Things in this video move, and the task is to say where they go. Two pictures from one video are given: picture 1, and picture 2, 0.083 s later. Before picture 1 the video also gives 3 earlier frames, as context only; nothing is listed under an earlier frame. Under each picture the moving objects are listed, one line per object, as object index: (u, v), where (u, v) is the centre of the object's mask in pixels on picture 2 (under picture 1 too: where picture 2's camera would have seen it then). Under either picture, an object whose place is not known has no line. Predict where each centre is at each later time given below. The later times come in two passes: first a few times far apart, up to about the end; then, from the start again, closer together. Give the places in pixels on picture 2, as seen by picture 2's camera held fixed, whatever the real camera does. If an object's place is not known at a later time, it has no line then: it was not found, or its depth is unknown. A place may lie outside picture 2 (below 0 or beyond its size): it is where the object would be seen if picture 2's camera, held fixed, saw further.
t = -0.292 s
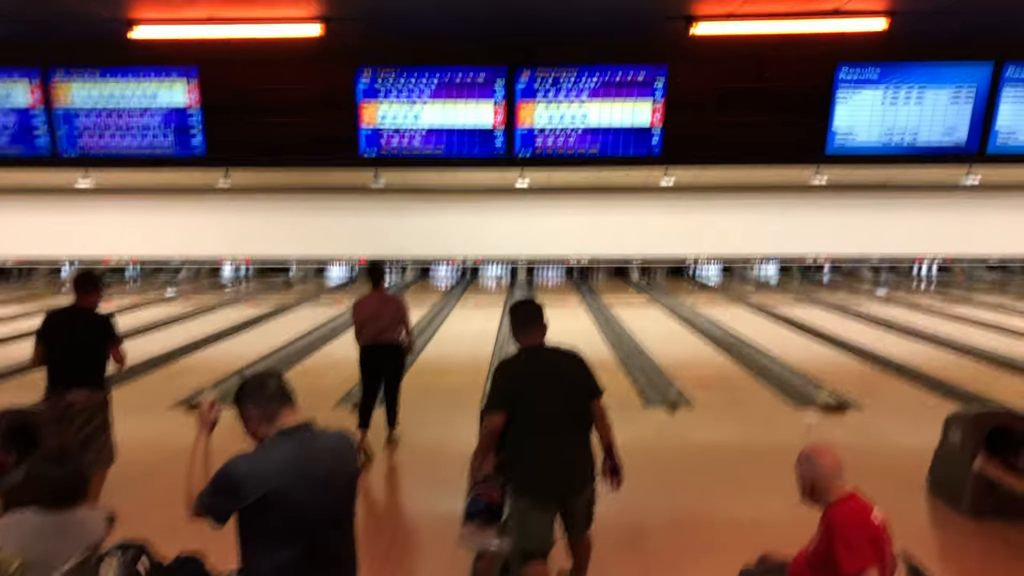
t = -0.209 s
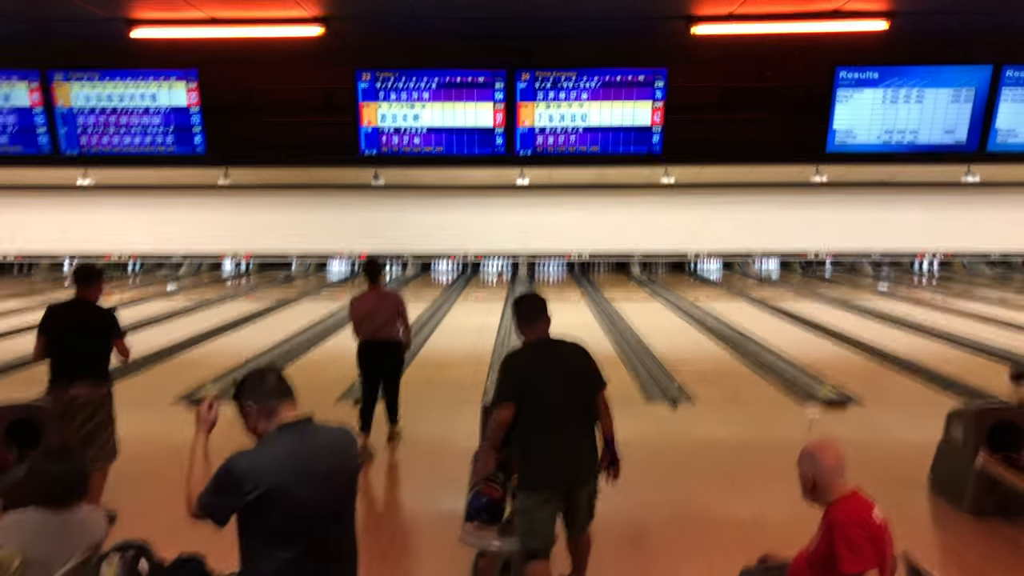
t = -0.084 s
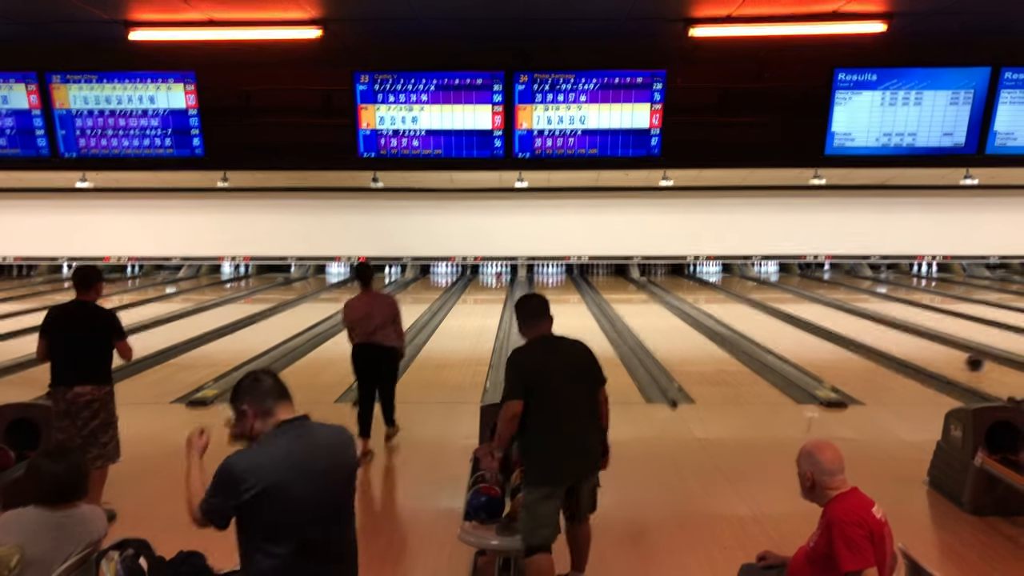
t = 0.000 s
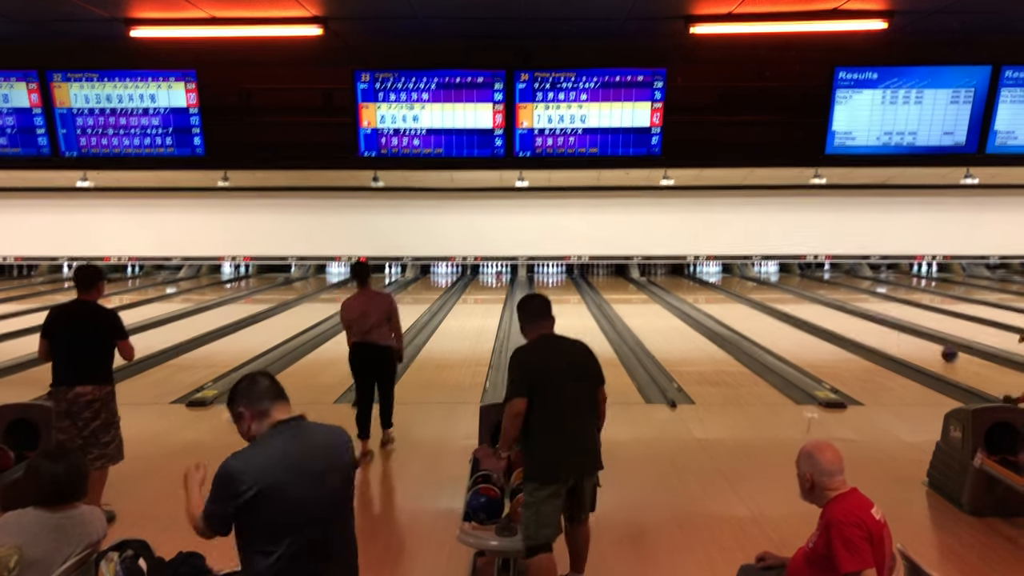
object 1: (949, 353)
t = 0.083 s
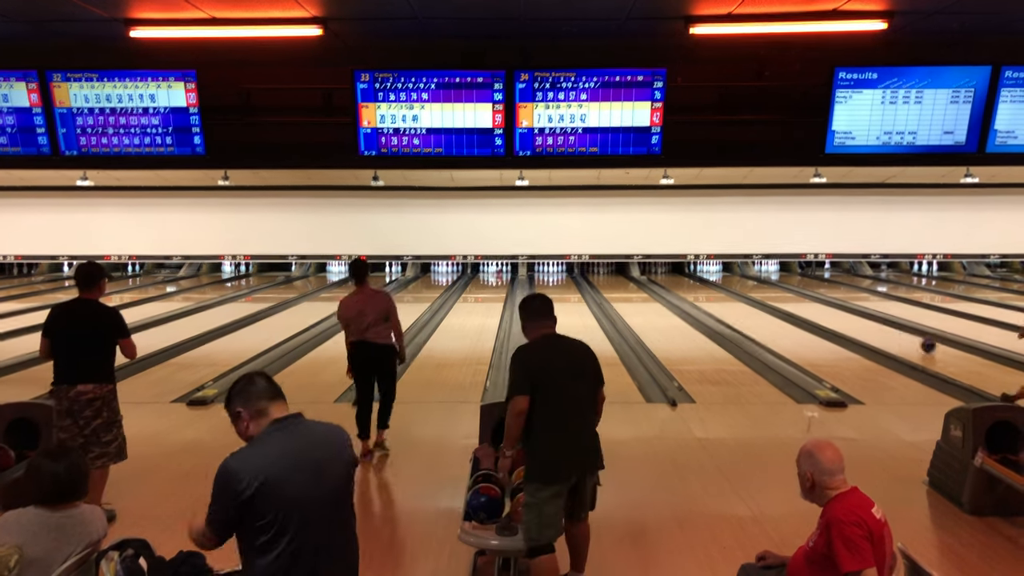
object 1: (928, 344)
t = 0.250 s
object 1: (891, 332)
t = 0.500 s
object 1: (847, 317)
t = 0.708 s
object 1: (818, 306)
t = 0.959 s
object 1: (790, 296)
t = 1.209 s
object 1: (766, 287)
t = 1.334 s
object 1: (756, 284)
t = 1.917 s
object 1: (715, 271)
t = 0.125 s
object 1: (917, 341)
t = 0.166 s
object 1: (908, 339)
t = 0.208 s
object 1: (899, 335)
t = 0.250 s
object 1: (891, 332)
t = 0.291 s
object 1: (882, 329)
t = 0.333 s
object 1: (875, 327)
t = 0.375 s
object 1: (867, 324)
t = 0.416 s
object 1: (860, 322)
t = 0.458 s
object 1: (853, 319)
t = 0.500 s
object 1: (847, 317)
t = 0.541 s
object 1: (840, 314)
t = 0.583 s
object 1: (835, 312)
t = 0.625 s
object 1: (829, 310)
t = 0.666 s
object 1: (823, 308)
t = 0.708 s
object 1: (818, 306)
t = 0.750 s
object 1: (813, 304)
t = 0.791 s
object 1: (808, 302)
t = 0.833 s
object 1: (803, 300)
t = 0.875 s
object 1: (798, 299)
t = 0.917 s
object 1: (794, 297)
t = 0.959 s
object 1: (790, 296)
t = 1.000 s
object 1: (786, 294)
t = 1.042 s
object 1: (782, 293)
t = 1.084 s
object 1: (777, 291)
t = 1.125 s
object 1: (773, 290)
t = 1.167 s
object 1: (770, 289)
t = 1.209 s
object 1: (766, 287)
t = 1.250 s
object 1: (762, 286)
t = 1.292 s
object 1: (759, 285)
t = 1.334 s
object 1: (756, 284)
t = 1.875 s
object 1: (718, 272)
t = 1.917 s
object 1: (715, 271)
